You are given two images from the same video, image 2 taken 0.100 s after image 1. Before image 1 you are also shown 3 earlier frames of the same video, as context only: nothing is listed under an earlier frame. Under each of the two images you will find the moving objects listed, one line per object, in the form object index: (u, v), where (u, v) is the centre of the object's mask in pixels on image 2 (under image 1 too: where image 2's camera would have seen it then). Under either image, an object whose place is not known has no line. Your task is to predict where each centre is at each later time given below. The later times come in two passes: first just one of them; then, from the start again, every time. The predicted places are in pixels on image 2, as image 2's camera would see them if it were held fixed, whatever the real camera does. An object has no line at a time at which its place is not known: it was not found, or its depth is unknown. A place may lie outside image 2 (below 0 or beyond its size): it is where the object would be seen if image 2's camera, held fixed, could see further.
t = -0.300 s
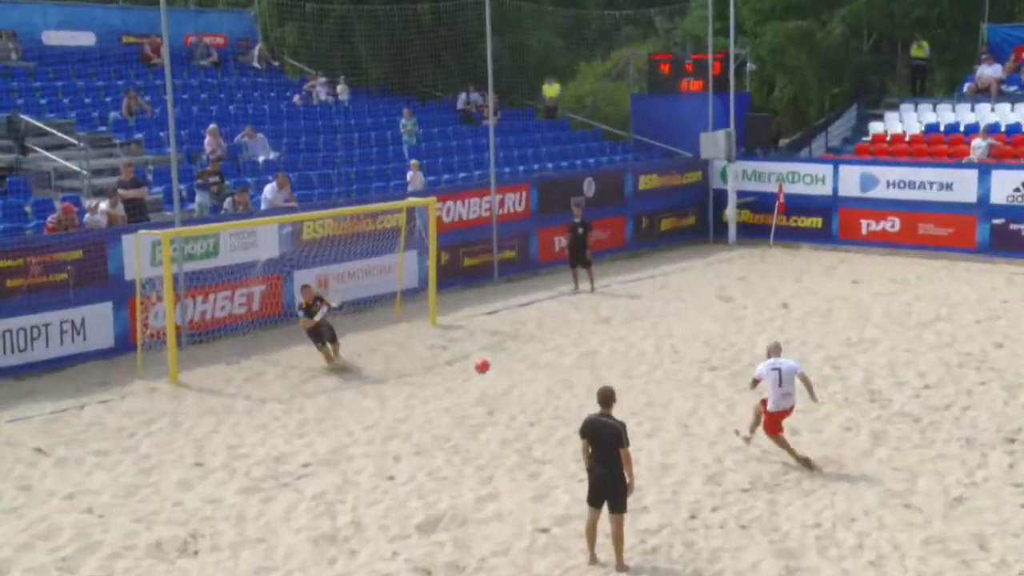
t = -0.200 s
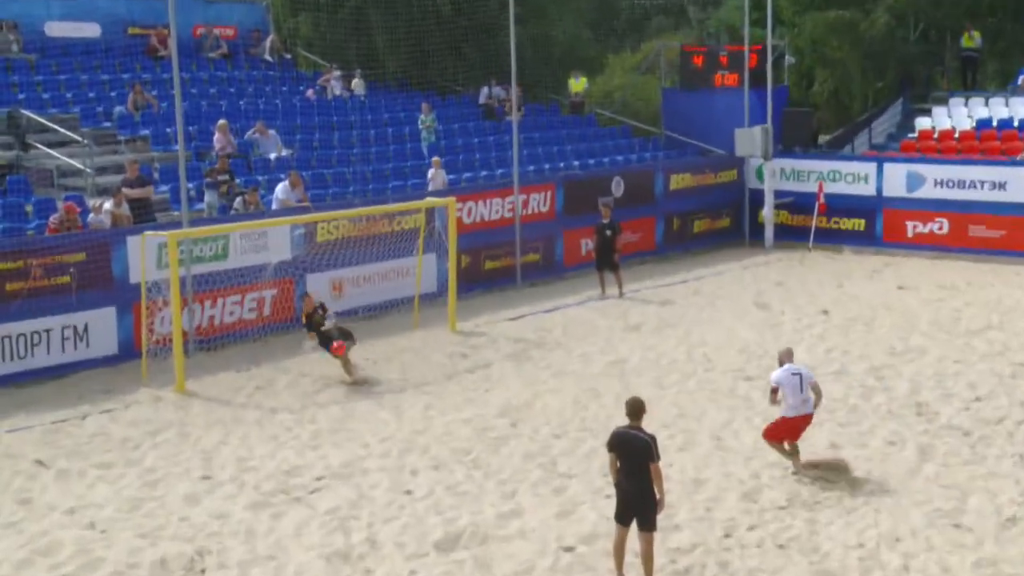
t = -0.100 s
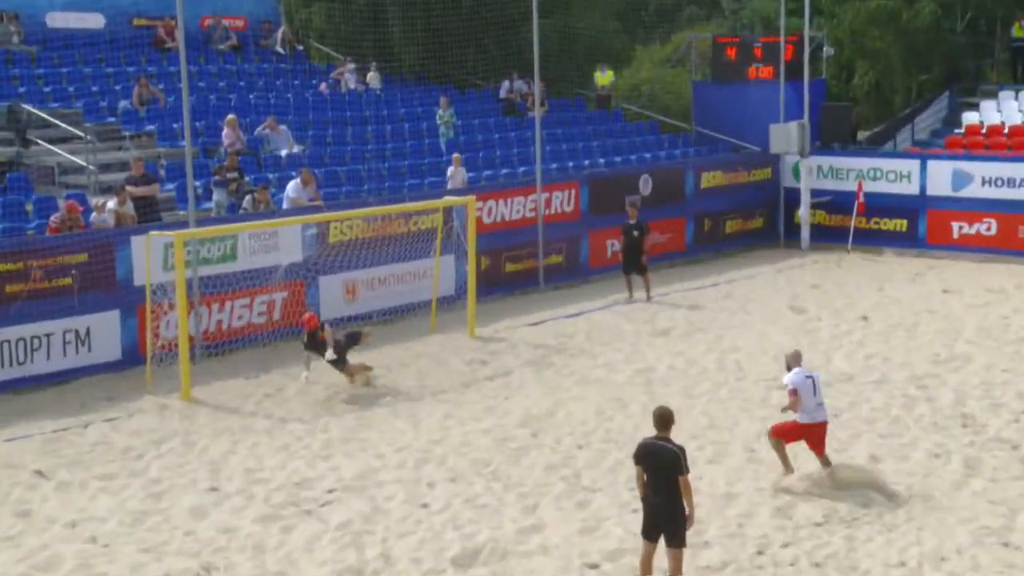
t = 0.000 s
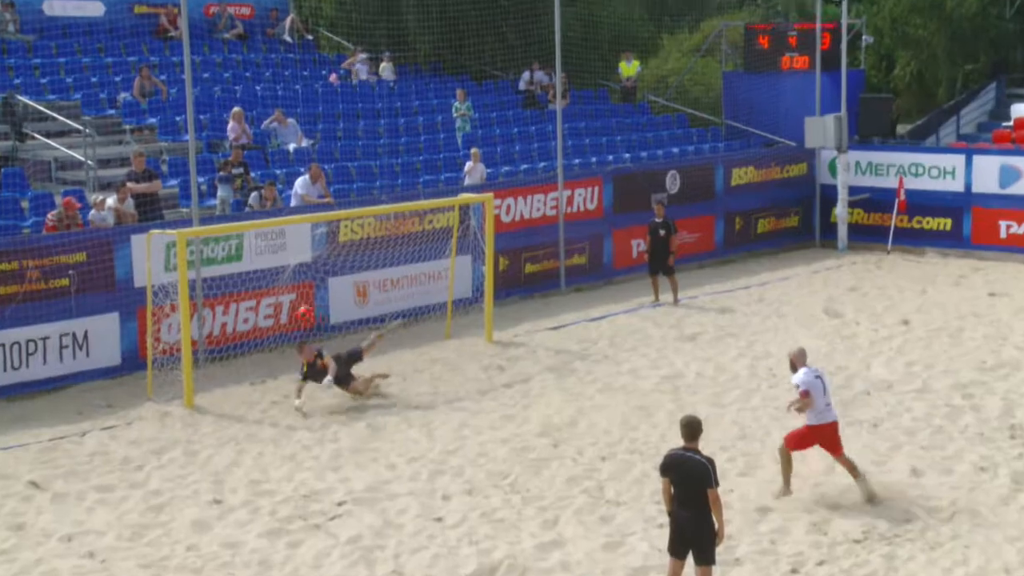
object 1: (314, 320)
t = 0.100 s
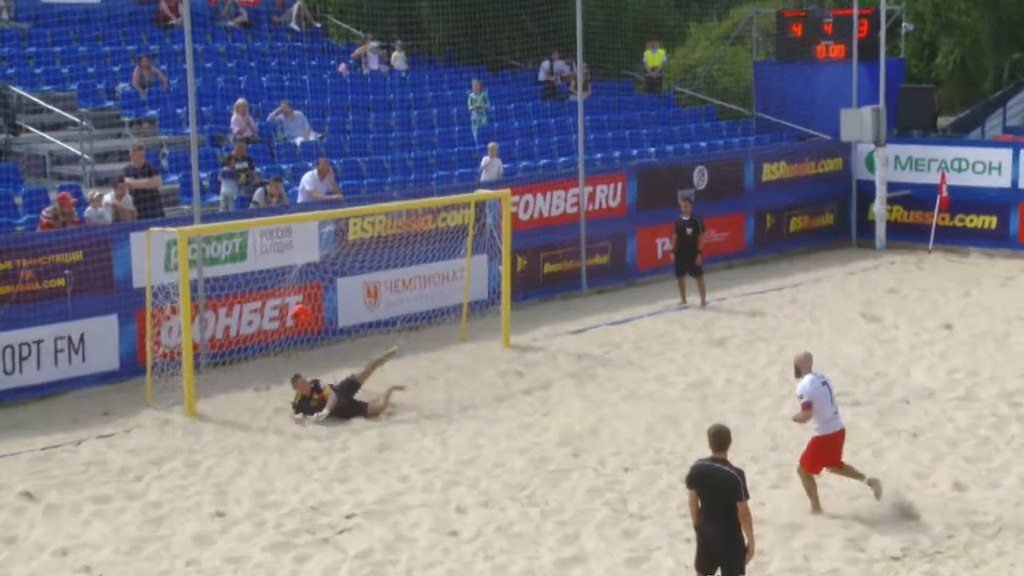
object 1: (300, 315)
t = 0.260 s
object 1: (275, 327)
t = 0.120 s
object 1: (298, 316)
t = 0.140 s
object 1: (294, 316)
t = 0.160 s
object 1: (289, 317)
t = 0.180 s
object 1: (287, 318)
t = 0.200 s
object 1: (285, 320)
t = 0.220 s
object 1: (282, 320)
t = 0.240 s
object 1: (279, 322)
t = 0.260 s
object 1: (275, 327)
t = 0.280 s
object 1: (272, 330)
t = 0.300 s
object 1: (270, 334)
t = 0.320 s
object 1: (267, 336)
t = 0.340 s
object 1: (265, 342)
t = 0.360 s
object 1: (262, 347)
